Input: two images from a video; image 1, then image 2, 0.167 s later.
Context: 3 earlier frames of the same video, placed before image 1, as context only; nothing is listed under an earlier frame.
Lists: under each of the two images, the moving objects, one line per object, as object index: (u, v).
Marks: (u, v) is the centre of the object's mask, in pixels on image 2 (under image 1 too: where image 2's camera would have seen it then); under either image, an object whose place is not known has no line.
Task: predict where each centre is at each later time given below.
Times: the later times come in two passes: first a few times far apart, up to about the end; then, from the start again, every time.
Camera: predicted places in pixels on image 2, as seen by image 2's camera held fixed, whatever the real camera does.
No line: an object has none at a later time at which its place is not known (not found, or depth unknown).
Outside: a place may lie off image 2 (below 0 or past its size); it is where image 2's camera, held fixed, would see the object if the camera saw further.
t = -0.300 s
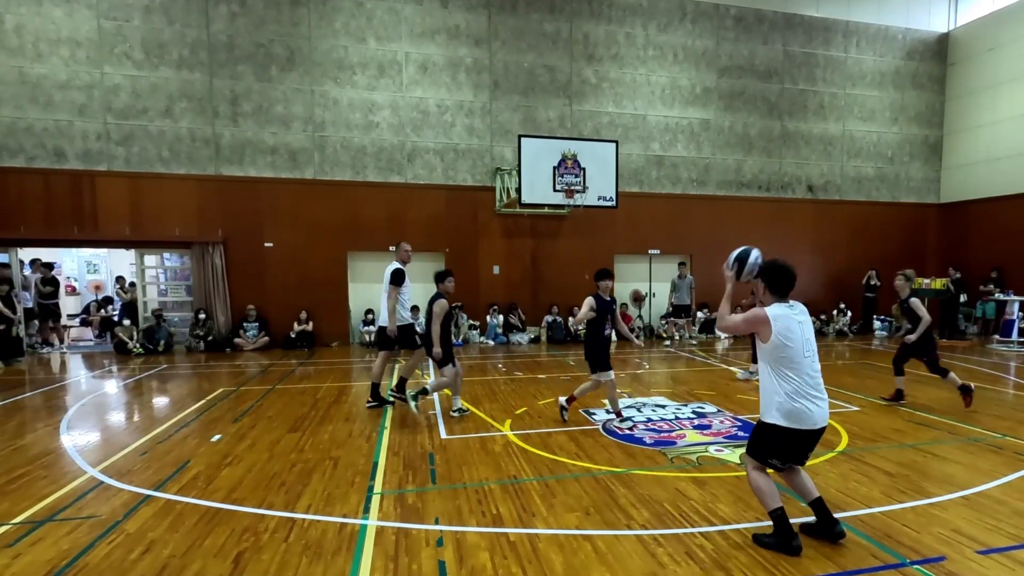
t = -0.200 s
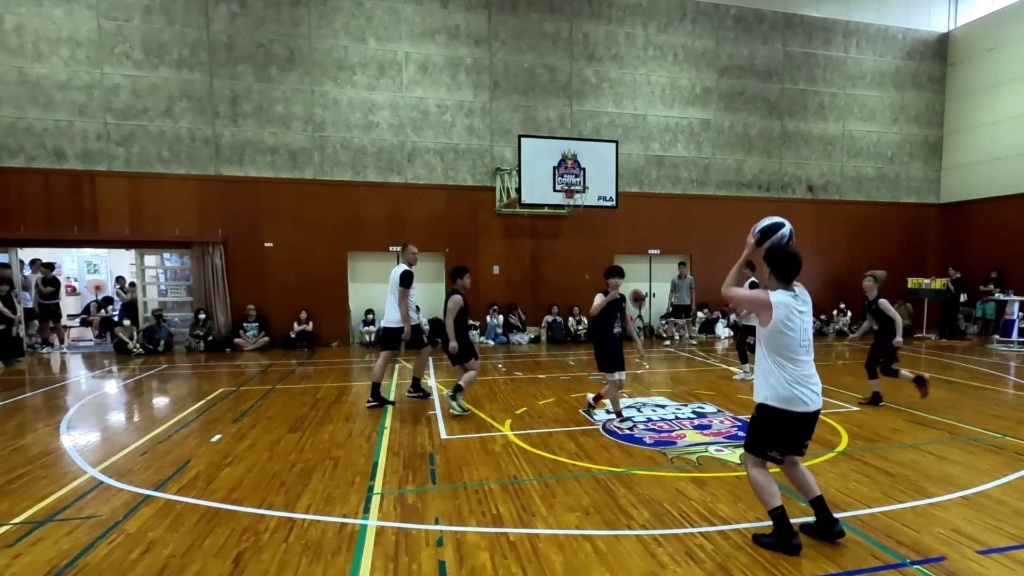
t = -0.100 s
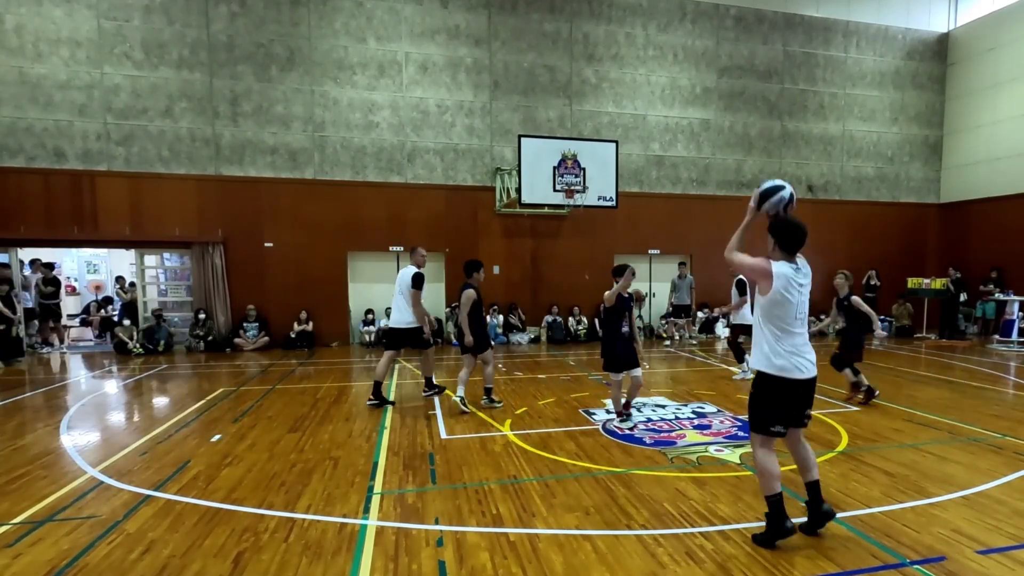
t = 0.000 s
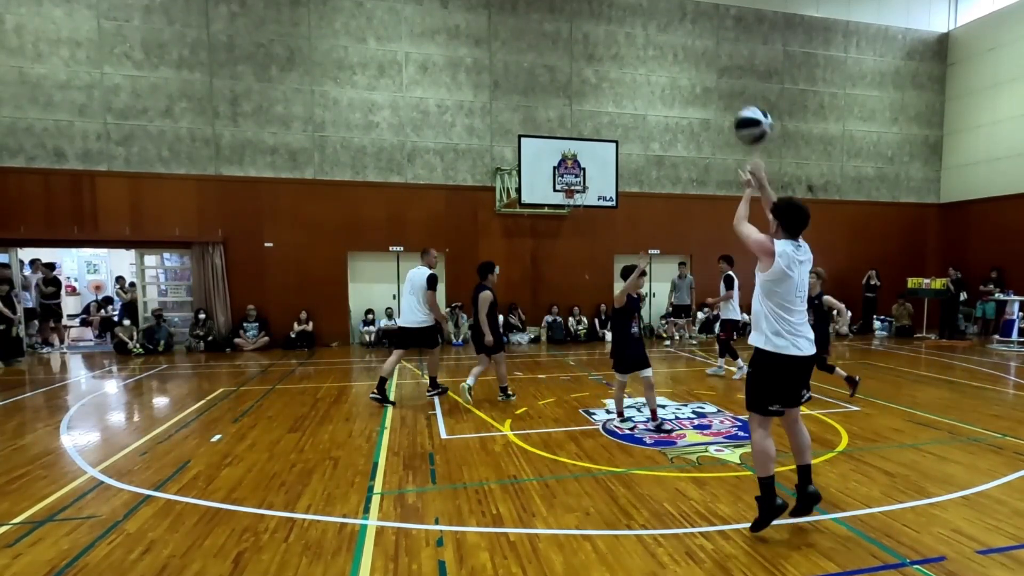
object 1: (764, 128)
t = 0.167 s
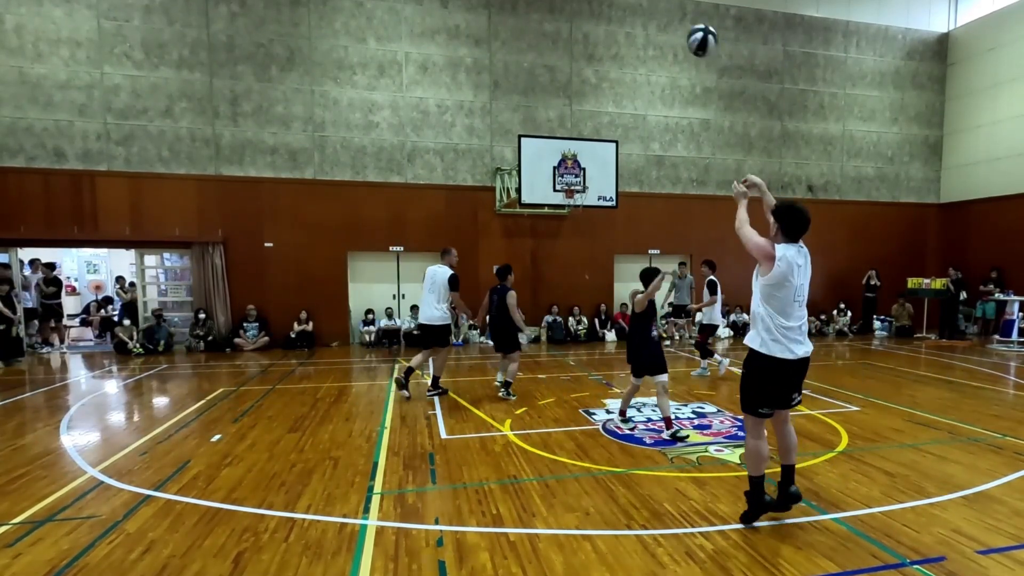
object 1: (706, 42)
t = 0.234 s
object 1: (692, 24)
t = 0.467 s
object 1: (649, 11)
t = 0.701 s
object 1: (619, 46)
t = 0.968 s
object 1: (593, 116)
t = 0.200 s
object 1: (698, 33)
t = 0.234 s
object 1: (692, 24)
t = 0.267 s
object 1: (684, 20)
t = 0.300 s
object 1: (677, 15)
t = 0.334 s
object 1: (671, 13)
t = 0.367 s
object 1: (666, 12)
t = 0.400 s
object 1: (660, 11)
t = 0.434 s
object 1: (655, 11)
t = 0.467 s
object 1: (649, 11)
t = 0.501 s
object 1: (643, 14)
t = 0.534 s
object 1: (638, 18)
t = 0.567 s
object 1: (634, 23)
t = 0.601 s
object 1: (631, 27)
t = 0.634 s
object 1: (627, 33)
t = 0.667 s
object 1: (623, 39)
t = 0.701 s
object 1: (619, 46)
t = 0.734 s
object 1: (616, 54)
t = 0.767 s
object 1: (613, 61)
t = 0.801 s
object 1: (610, 68)
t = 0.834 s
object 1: (604, 77)
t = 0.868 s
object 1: (603, 87)
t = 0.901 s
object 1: (598, 96)
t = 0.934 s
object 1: (596, 106)
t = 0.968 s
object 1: (593, 116)
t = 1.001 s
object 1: (591, 126)
